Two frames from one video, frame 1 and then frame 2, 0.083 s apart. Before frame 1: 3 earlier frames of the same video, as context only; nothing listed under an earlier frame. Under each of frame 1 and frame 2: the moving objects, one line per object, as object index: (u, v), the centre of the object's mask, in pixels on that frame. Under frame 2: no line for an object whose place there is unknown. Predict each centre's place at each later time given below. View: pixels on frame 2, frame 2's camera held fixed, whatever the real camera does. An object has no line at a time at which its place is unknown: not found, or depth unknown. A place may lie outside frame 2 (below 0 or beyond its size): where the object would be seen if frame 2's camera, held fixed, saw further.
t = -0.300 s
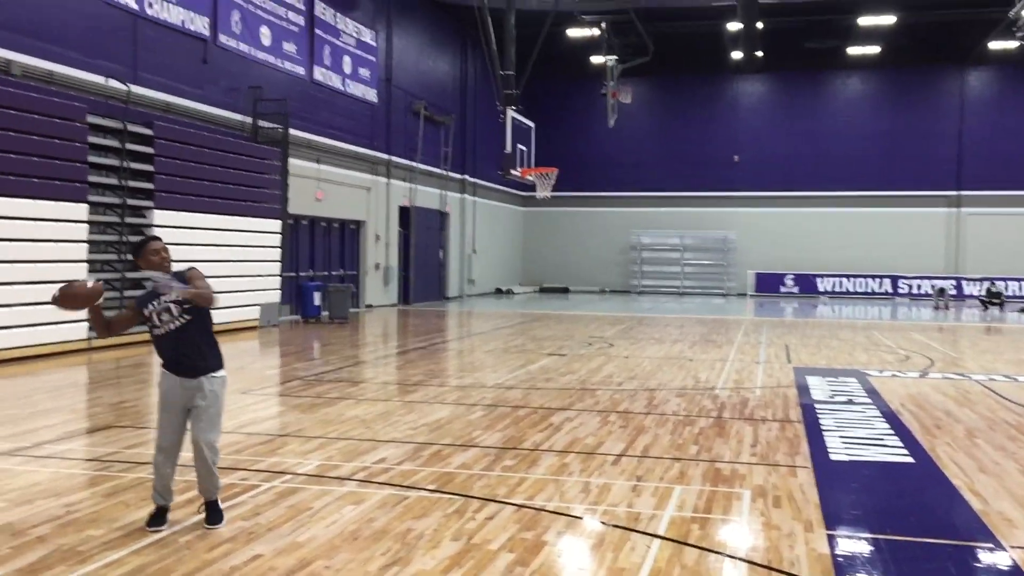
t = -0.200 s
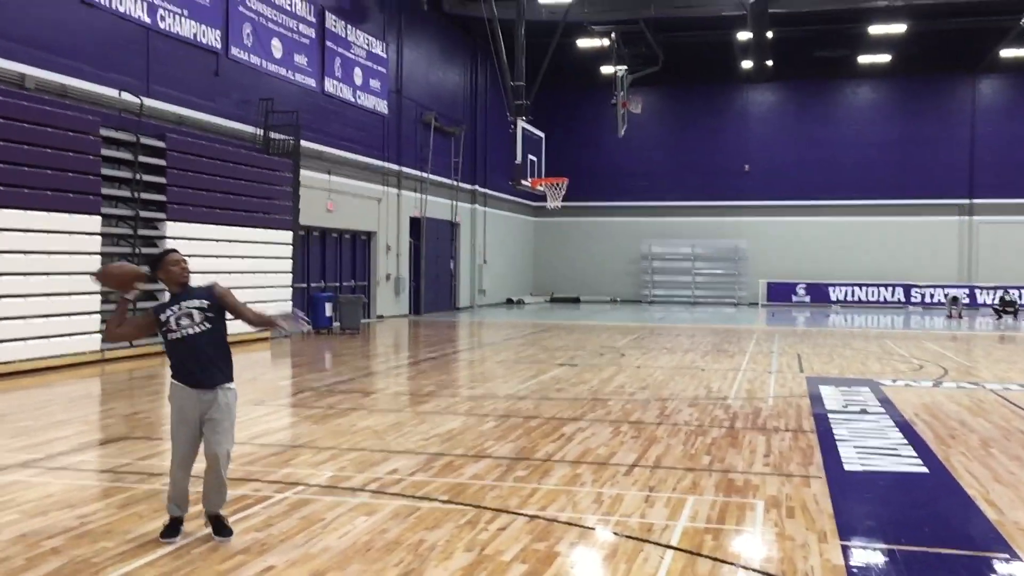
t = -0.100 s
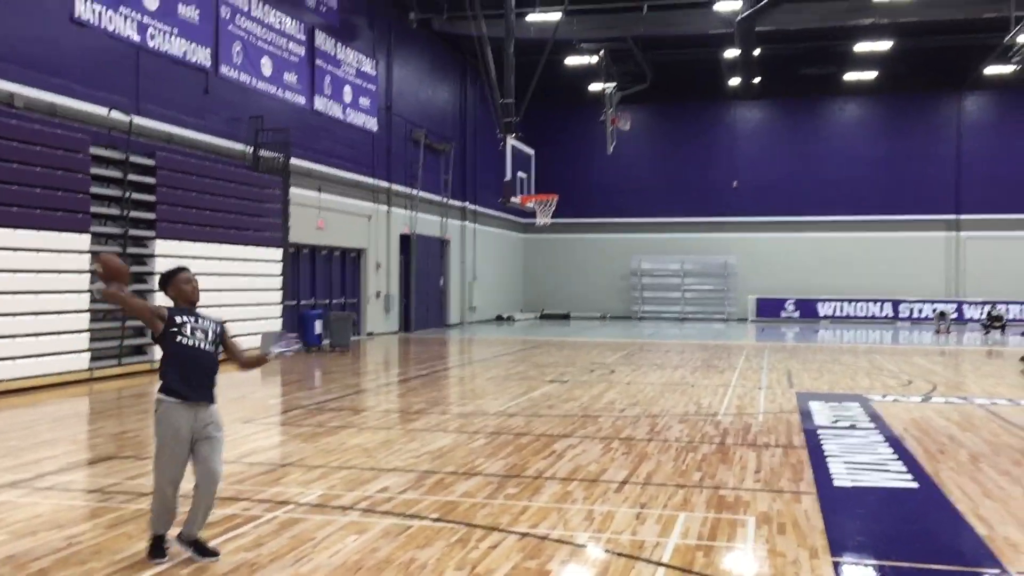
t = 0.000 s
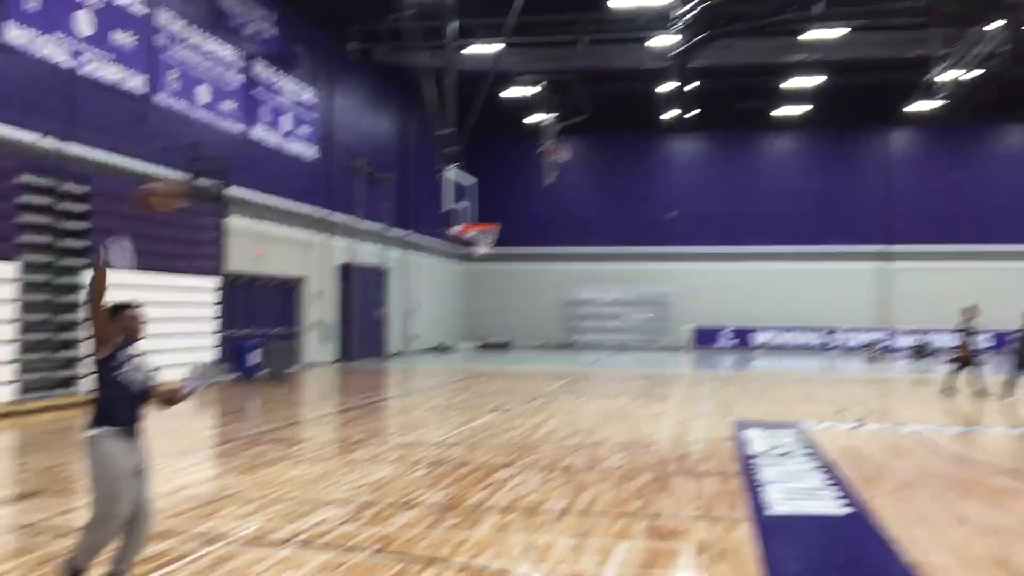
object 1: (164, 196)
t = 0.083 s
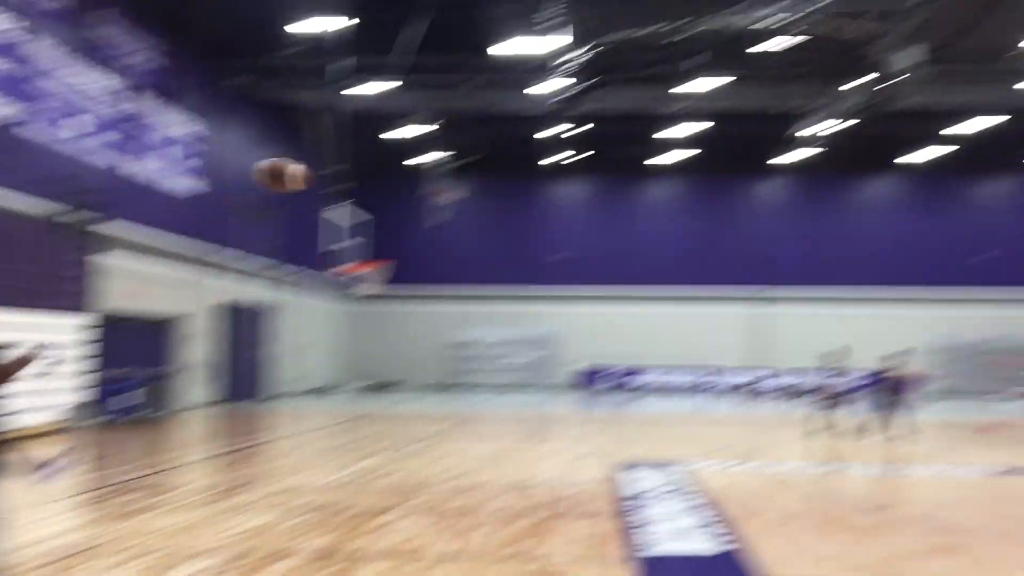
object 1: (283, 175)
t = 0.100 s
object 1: (332, 165)
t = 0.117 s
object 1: (381, 155)
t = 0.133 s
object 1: (432, 147)
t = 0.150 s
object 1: (482, 139)
